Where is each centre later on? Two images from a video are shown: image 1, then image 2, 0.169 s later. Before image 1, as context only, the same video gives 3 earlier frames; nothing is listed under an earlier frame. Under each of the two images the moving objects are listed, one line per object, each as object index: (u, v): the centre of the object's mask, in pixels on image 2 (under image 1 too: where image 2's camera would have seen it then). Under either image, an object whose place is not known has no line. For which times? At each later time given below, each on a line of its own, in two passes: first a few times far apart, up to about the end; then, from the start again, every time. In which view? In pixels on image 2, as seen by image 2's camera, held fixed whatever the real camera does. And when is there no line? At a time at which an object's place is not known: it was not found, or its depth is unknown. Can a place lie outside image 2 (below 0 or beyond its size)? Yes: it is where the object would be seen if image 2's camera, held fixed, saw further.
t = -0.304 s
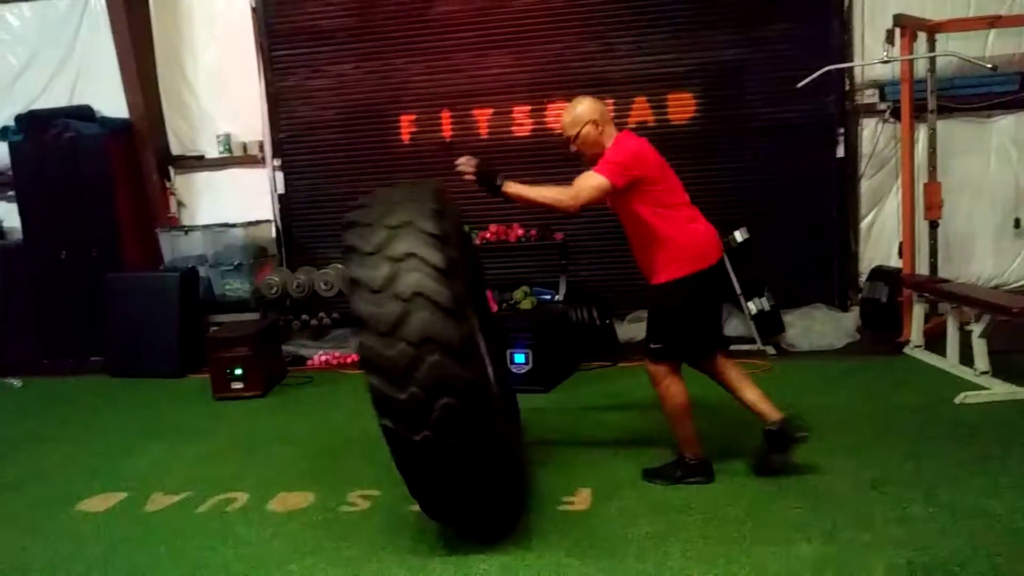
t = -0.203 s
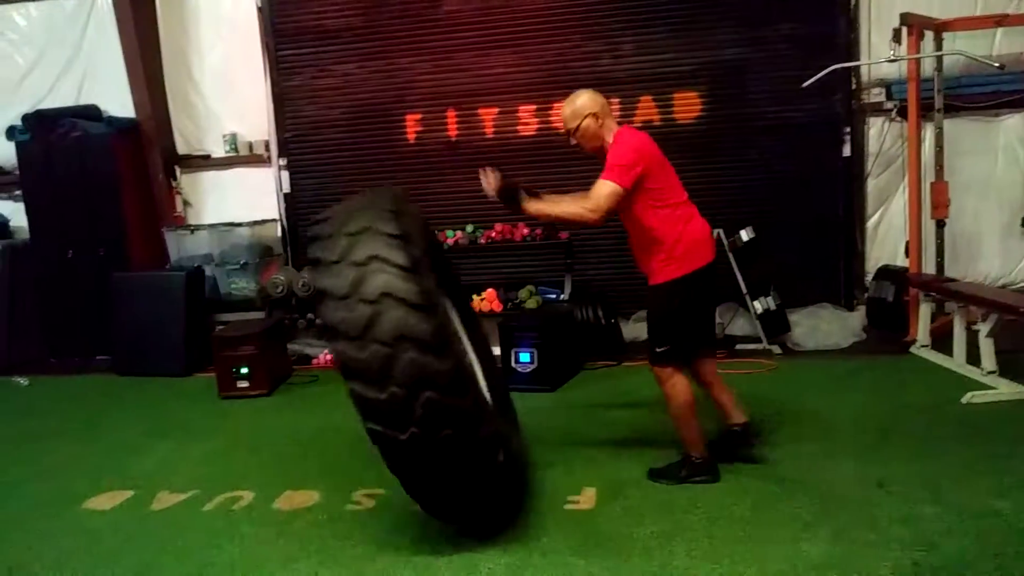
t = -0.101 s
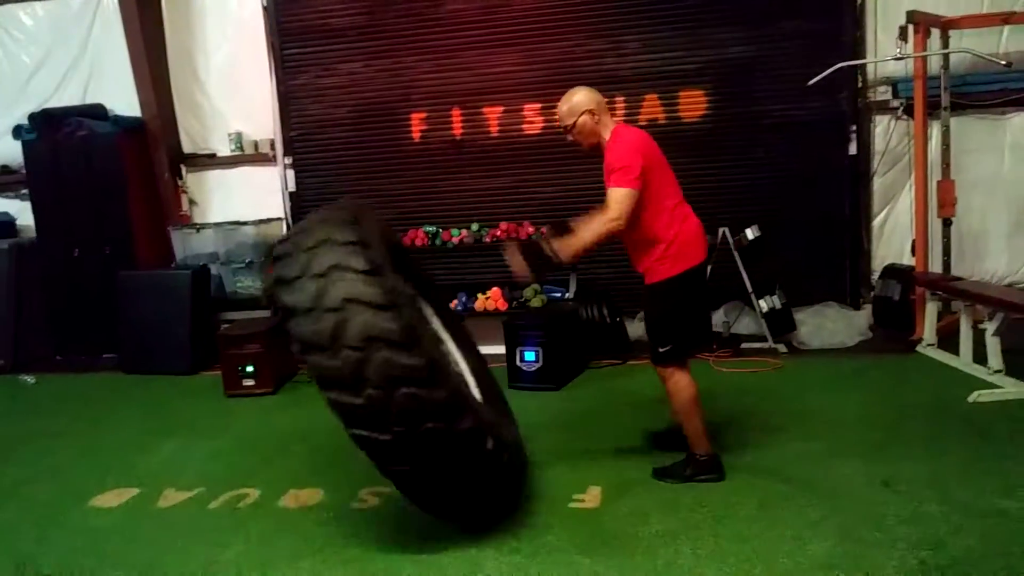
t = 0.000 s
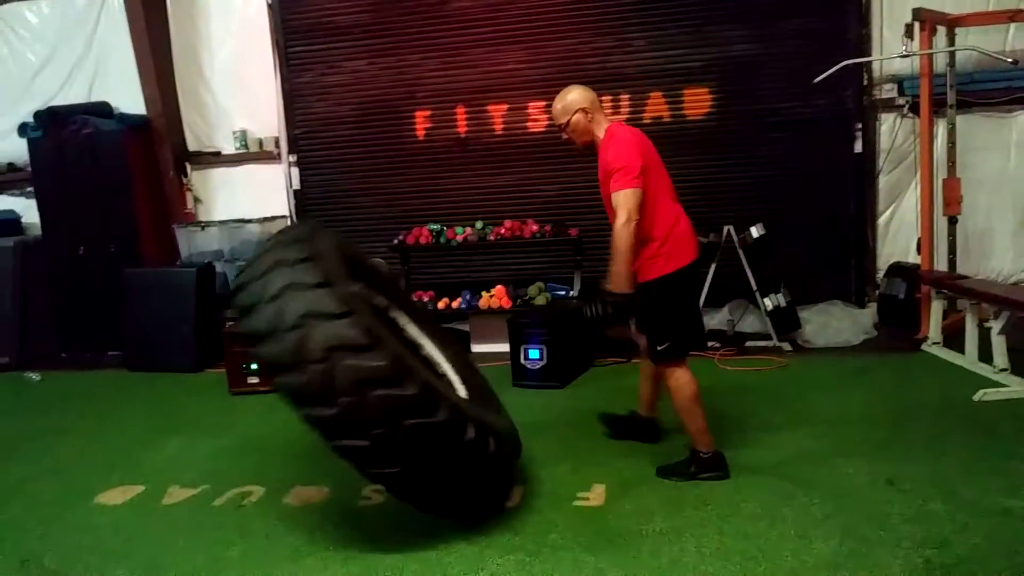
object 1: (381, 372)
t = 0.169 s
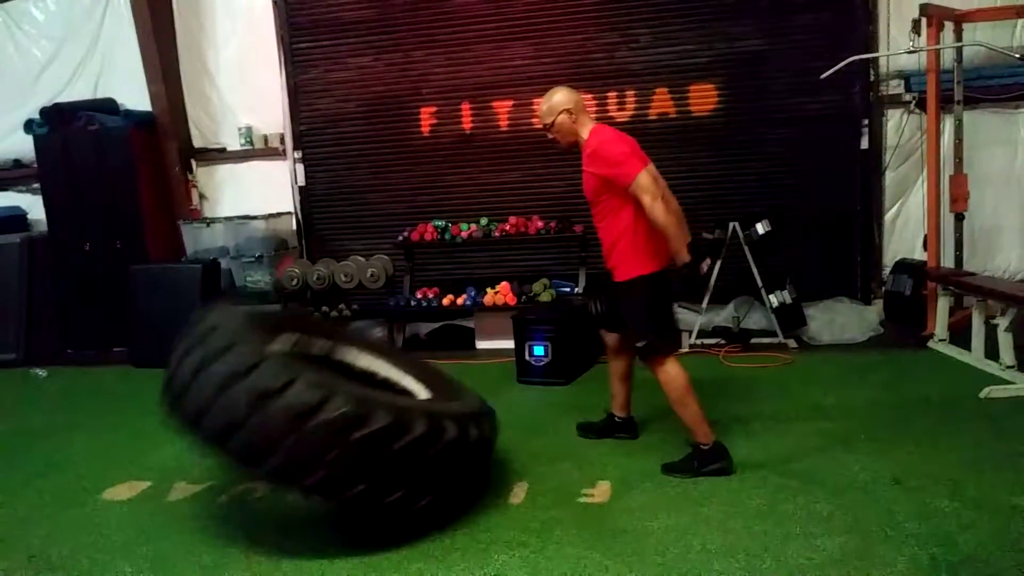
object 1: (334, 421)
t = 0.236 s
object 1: (309, 453)
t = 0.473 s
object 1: (270, 457)
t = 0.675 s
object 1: (250, 471)
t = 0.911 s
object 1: (234, 482)
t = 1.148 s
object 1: (233, 484)
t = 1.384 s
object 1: (233, 484)
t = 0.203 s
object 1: (323, 438)
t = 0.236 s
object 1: (309, 453)
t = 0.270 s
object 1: (302, 469)
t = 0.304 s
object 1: (295, 474)
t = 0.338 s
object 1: (289, 471)
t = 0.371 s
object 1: (284, 467)
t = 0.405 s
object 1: (279, 462)
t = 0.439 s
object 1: (274, 459)
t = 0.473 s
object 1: (270, 457)
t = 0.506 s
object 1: (266, 457)
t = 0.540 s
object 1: (263, 457)
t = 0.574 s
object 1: (259, 460)
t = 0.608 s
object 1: (256, 463)
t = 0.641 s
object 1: (253, 466)
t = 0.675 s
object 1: (250, 471)
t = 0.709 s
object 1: (247, 478)
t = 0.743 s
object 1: (246, 483)
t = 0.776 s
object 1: (245, 484)
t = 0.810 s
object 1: (243, 482)
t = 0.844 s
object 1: (239, 480)
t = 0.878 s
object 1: (237, 481)
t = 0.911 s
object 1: (234, 482)
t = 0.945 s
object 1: (233, 485)
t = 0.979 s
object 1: (233, 484)
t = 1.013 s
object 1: (233, 484)
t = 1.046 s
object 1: (233, 484)
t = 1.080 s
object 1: (232, 484)
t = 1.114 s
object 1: (233, 484)
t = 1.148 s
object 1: (233, 484)
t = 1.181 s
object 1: (232, 484)
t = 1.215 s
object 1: (232, 484)
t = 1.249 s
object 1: (233, 484)
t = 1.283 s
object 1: (233, 484)
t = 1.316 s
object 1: (233, 484)
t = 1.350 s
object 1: (233, 484)
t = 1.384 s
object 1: (233, 484)
